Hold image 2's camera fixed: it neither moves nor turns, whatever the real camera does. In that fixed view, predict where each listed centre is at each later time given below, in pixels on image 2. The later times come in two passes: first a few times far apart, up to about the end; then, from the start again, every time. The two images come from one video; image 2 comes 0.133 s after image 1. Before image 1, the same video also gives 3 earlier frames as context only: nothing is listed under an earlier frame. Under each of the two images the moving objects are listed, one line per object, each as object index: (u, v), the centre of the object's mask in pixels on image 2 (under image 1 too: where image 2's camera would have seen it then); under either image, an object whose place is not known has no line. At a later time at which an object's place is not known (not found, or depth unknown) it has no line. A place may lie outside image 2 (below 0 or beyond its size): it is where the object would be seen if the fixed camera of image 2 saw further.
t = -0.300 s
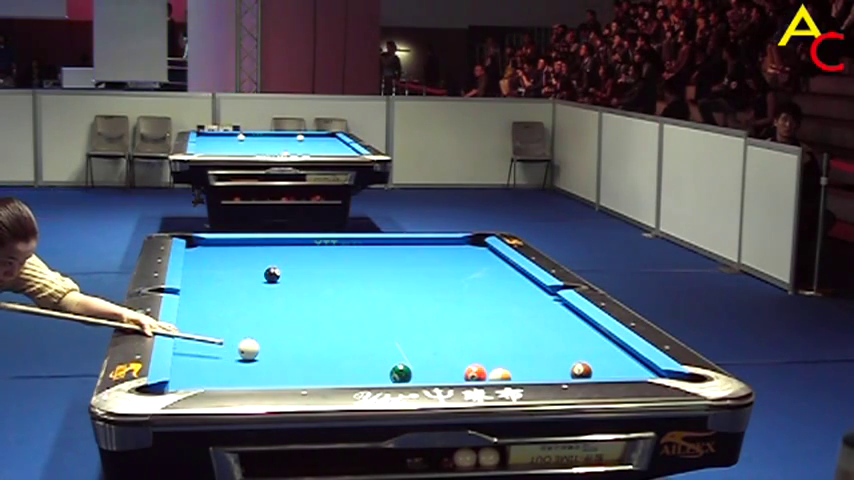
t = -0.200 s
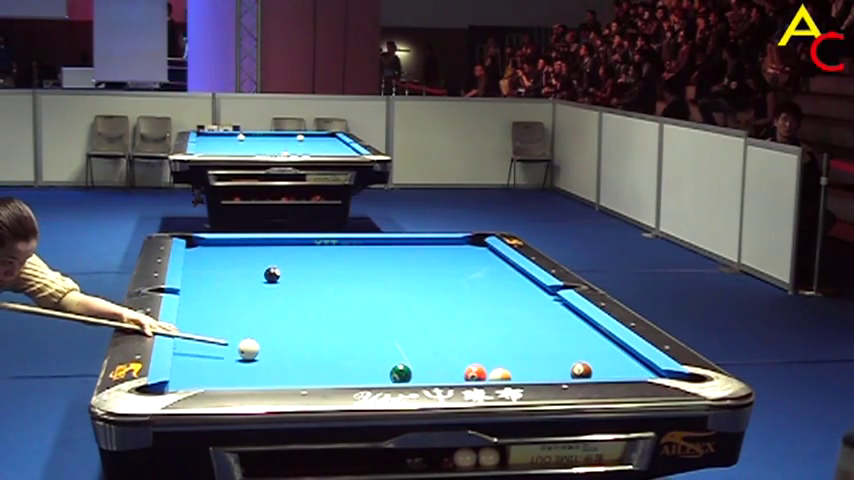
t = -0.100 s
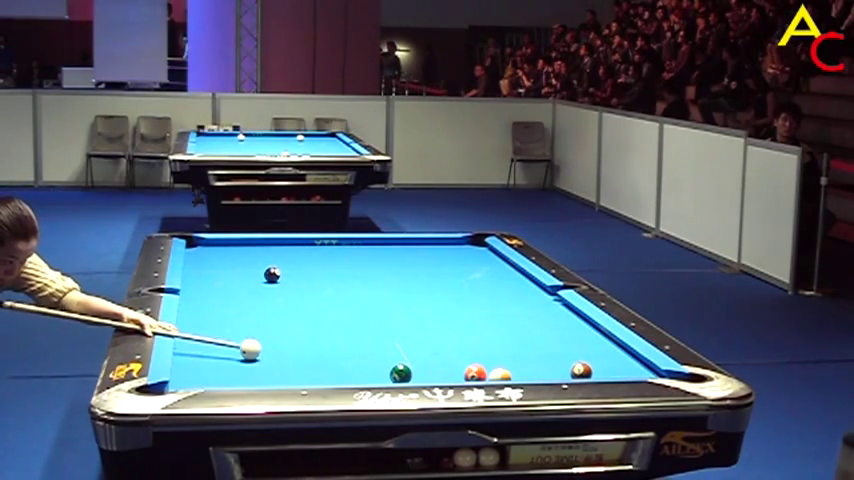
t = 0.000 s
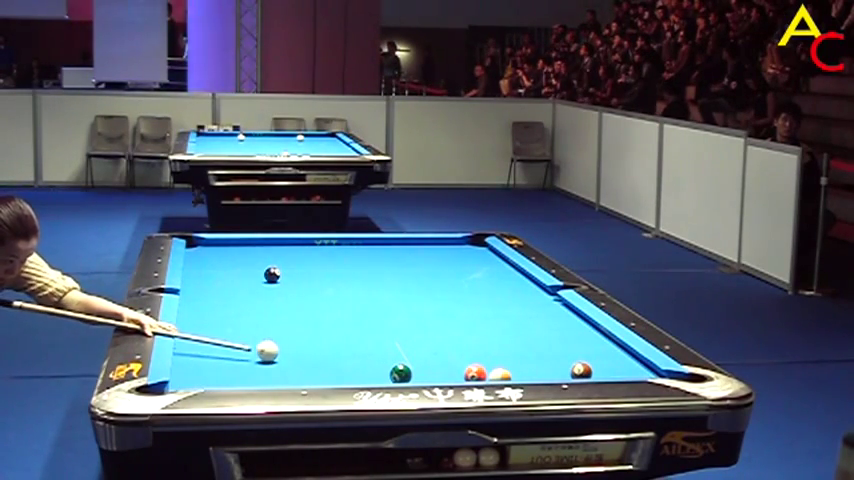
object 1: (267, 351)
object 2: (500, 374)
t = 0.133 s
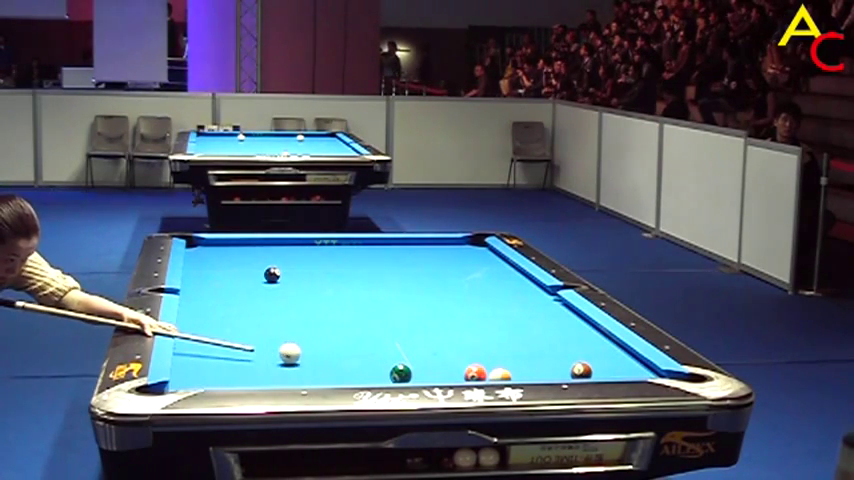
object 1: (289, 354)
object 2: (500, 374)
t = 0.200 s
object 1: (300, 355)
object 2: (500, 374)
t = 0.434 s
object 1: (339, 359)
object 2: (500, 374)
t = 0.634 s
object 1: (371, 362)
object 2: (500, 374)
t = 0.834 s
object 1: (404, 360)
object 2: (500, 374)
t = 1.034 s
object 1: (434, 368)
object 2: (500, 374)
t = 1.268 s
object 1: (465, 366)
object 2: (500, 374)
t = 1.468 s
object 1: (491, 364)
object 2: (502, 375)
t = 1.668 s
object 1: (513, 366)
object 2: (505, 375)
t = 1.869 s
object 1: (532, 368)
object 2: (507, 375)
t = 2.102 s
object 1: (554, 368)
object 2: (509, 374)
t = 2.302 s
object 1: (568, 366)
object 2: (510, 374)
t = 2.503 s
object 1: (578, 362)
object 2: (510, 374)
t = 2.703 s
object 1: (591, 361)
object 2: (510, 374)
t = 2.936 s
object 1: (602, 362)
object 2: (510, 374)
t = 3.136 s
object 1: (610, 363)
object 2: (510, 374)
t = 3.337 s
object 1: (617, 362)
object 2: (510, 374)
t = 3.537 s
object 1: (624, 361)
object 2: (510, 374)
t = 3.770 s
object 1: (630, 361)
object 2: (510, 374)
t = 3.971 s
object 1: (634, 360)
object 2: (511, 375)
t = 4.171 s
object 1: (635, 360)
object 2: (510, 374)
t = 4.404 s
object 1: (633, 360)
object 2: (510, 375)
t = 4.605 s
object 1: (633, 360)
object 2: (510, 374)
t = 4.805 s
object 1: (633, 360)
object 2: (510, 374)
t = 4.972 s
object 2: (512, 374)
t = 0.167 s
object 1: (295, 354)
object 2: (500, 374)
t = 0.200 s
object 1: (300, 355)
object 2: (500, 374)
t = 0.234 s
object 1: (306, 355)
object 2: (500, 374)
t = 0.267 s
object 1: (311, 356)
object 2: (500, 374)
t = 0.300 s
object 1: (317, 356)
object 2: (500, 374)
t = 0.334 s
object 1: (322, 357)
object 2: (500, 374)
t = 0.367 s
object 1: (328, 357)
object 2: (500, 374)
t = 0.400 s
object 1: (333, 358)
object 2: (500, 374)
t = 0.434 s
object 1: (339, 359)
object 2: (500, 374)
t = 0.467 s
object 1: (344, 359)
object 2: (500, 374)
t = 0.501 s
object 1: (349, 360)
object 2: (500, 374)
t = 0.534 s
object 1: (355, 360)
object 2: (500, 374)
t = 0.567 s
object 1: (360, 361)
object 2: (500, 374)
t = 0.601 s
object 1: (366, 361)
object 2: (500, 374)
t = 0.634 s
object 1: (371, 362)
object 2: (500, 374)
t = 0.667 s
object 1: (376, 362)
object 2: (500, 374)
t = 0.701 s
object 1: (381, 363)
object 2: (500, 374)
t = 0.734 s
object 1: (386, 362)
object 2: (500, 374)
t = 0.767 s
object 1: (390, 362)
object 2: (500, 374)
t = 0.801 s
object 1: (396, 360)
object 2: (500, 374)
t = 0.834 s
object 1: (404, 360)
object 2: (500, 374)
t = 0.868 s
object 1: (410, 362)
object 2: (500, 374)
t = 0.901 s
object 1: (415, 365)
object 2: (500, 374)
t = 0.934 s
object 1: (418, 366)
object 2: (500, 374)
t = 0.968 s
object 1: (423, 367)
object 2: (500, 374)
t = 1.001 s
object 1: (429, 367)
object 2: (500, 374)
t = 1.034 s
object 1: (434, 368)
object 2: (500, 374)
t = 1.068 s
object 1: (438, 368)
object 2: (500, 374)
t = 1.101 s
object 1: (444, 369)
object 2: (500, 374)
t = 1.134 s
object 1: (449, 369)
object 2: (499, 374)
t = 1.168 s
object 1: (453, 369)
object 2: (500, 374)
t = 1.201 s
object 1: (456, 368)
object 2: (500, 374)
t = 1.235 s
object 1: (461, 368)
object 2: (500, 374)
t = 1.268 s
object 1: (465, 366)
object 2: (500, 374)
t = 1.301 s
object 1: (470, 365)
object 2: (500, 374)
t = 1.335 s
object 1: (474, 364)
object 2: (500, 374)
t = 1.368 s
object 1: (480, 364)
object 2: (500, 374)
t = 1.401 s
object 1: (484, 364)
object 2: (501, 375)
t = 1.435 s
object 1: (488, 365)
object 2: (502, 374)
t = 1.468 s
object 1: (491, 364)
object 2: (502, 375)
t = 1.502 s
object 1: (494, 365)
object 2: (503, 375)
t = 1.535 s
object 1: (497, 365)
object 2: (503, 375)
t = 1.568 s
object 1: (501, 365)
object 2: (504, 375)
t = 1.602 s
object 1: (506, 365)
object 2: (504, 375)
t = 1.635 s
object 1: (509, 365)
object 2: (505, 375)
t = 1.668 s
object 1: (513, 366)
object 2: (505, 375)
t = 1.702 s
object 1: (517, 367)
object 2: (505, 375)
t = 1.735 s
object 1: (520, 368)
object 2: (506, 375)
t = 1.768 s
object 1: (523, 368)
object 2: (506, 375)
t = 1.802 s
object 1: (526, 368)
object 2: (507, 374)
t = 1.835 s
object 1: (529, 368)
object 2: (508, 374)
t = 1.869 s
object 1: (532, 368)
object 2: (507, 375)
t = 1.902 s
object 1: (535, 368)
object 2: (508, 374)
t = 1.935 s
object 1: (539, 368)
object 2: (508, 375)
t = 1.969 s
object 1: (542, 368)
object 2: (508, 374)
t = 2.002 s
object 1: (545, 368)
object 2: (508, 375)
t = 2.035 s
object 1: (548, 368)
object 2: (508, 374)
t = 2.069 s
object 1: (551, 368)
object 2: (509, 374)
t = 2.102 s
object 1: (554, 368)
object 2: (509, 374)
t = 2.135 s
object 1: (557, 368)
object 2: (509, 374)
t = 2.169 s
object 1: (560, 368)
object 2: (509, 374)
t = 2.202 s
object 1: (563, 367)
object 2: (509, 374)
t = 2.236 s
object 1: (565, 367)
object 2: (509, 374)
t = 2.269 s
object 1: (566, 366)
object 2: (510, 374)
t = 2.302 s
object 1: (568, 366)
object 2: (510, 374)
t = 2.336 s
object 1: (570, 366)
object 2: (510, 374)
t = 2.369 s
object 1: (572, 366)
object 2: (510, 374)
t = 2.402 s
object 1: (573, 365)
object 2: (510, 374)
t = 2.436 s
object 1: (575, 364)
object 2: (510, 374)
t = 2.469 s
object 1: (576, 363)
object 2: (510, 374)
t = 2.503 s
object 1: (578, 362)
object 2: (510, 374)
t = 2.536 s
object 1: (581, 361)
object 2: (510, 374)
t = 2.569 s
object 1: (583, 361)
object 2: (510, 374)
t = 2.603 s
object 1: (585, 361)
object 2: (510, 374)
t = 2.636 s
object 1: (587, 361)
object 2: (510, 374)
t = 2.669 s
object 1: (589, 361)
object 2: (510, 374)
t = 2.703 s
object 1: (591, 361)
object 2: (510, 374)
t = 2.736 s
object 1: (594, 361)
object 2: (510, 374)
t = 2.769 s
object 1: (595, 361)
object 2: (510, 374)
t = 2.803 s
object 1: (597, 362)
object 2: (510, 374)
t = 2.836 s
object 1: (599, 361)
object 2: (510, 374)
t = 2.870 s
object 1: (600, 362)
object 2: (510, 374)
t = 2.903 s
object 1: (601, 362)
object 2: (510, 374)
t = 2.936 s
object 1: (602, 362)
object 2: (510, 374)
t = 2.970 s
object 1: (603, 362)
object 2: (510, 374)
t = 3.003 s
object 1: (605, 362)
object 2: (510, 374)
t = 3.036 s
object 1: (607, 363)
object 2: (510, 375)
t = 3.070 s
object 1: (608, 363)
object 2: (510, 374)
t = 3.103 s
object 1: (609, 363)
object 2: (510, 375)
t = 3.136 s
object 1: (610, 363)
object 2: (510, 374)
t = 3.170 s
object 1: (611, 363)
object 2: (510, 374)
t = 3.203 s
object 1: (613, 363)
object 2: (510, 374)
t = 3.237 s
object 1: (614, 362)
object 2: (510, 375)
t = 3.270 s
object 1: (616, 362)
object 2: (510, 374)
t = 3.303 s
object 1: (616, 362)
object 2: (510, 374)
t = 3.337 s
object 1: (617, 362)
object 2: (510, 374)
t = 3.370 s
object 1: (619, 362)
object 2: (510, 374)
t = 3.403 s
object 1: (620, 362)
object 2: (510, 374)
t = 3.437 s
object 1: (621, 362)
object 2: (510, 374)
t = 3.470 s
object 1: (622, 362)
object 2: (510, 374)
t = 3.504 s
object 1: (623, 362)
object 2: (510, 374)
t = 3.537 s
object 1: (624, 361)
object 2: (510, 374)
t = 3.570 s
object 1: (625, 361)
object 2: (510, 374)
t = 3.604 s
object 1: (626, 361)
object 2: (510, 374)
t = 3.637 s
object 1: (627, 361)
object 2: (510, 374)
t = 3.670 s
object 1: (627, 361)
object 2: (510, 374)
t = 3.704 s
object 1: (628, 361)
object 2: (510, 374)
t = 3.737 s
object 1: (629, 361)
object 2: (510, 374)
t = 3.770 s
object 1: (630, 361)
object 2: (510, 374)
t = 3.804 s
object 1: (630, 361)
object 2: (510, 374)
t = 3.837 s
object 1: (631, 361)
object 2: (510, 374)
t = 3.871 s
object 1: (632, 361)
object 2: (510, 374)
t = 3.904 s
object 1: (632, 360)
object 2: (511, 375)
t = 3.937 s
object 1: (633, 360)
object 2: (511, 375)
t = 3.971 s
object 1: (634, 360)
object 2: (511, 375)
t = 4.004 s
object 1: (635, 360)
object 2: (511, 375)
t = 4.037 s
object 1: (635, 360)
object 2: (511, 375)
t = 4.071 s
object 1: (635, 360)
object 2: (511, 375)
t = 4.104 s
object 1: (635, 360)
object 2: (511, 375)
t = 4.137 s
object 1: (635, 360)
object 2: (511, 374)
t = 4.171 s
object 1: (635, 360)
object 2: (510, 374)
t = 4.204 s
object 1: (634, 360)
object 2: (510, 374)
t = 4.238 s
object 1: (634, 360)
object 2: (510, 375)
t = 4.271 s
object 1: (634, 360)
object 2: (510, 375)
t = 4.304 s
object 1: (634, 360)
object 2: (510, 374)
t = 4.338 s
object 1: (634, 360)
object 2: (510, 375)
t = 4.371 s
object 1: (633, 360)
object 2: (511, 375)
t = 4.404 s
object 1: (633, 360)
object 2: (510, 375)
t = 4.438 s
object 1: (633, 360)
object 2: (510, 375)
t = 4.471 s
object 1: (632, 360)
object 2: (510, 374)
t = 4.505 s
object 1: (633, 360)
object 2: (510, 374)
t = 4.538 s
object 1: (633, 360)
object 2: (510, 374)
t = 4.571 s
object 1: (633, 360)
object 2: (510, 374)
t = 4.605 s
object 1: (633, 360)
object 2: (510, 374)
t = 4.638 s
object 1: (633, 360)
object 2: (510, 374)
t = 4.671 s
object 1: (633, 360)
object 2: (510, 374)
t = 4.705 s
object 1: (633, 360)
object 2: (510, 374)
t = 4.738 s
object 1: (633, 360)
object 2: (510, 374)
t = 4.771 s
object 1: (633, 360)
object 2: (510, 374)
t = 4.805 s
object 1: (633, 360)
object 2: (510, 374)
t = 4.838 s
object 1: (633, 360)
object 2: (510, 374)
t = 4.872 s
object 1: (633, 360)
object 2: (510, 374)
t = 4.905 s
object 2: (510, 374)
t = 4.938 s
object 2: (511, 374)
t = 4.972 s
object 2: (512, 374)
